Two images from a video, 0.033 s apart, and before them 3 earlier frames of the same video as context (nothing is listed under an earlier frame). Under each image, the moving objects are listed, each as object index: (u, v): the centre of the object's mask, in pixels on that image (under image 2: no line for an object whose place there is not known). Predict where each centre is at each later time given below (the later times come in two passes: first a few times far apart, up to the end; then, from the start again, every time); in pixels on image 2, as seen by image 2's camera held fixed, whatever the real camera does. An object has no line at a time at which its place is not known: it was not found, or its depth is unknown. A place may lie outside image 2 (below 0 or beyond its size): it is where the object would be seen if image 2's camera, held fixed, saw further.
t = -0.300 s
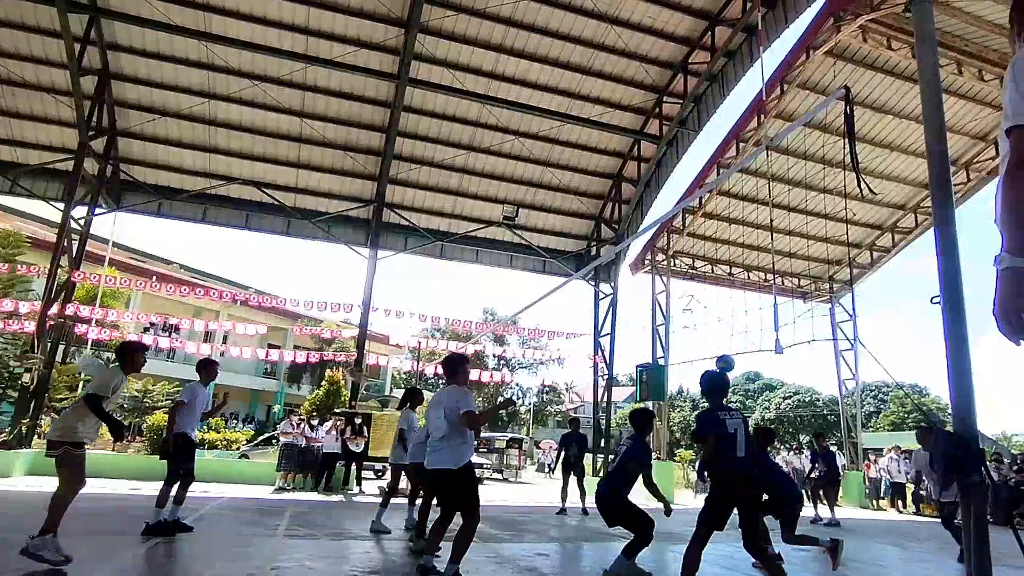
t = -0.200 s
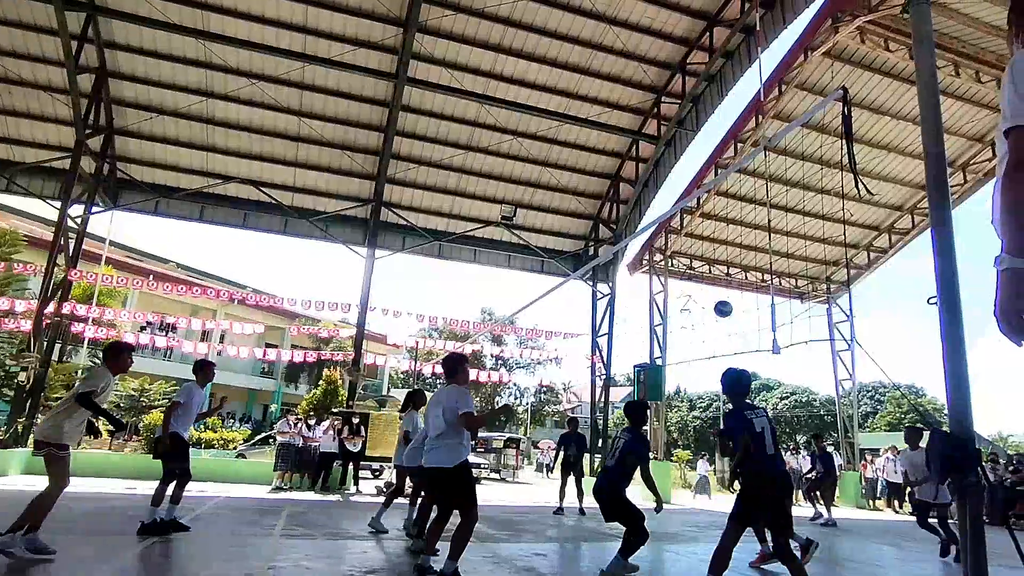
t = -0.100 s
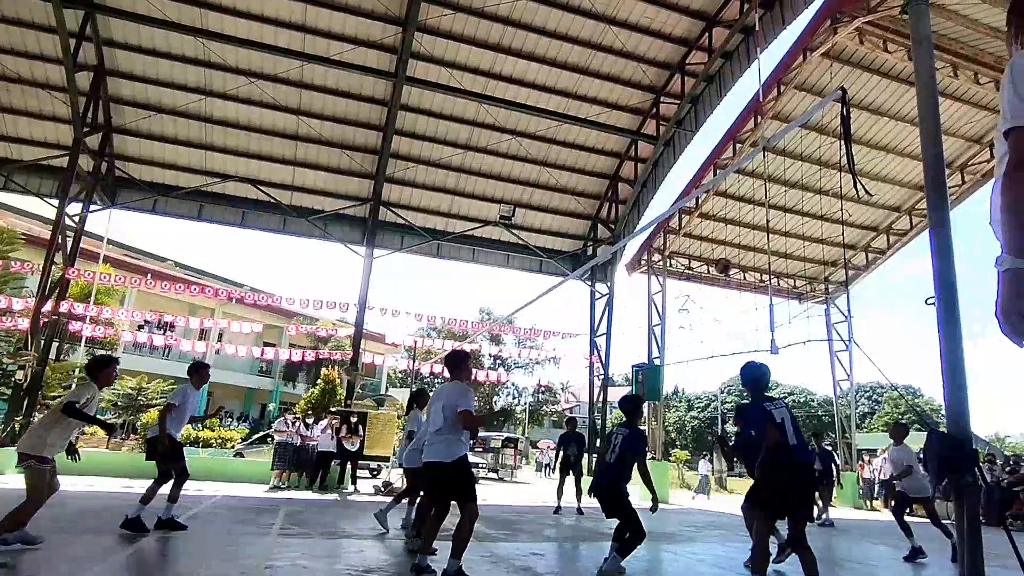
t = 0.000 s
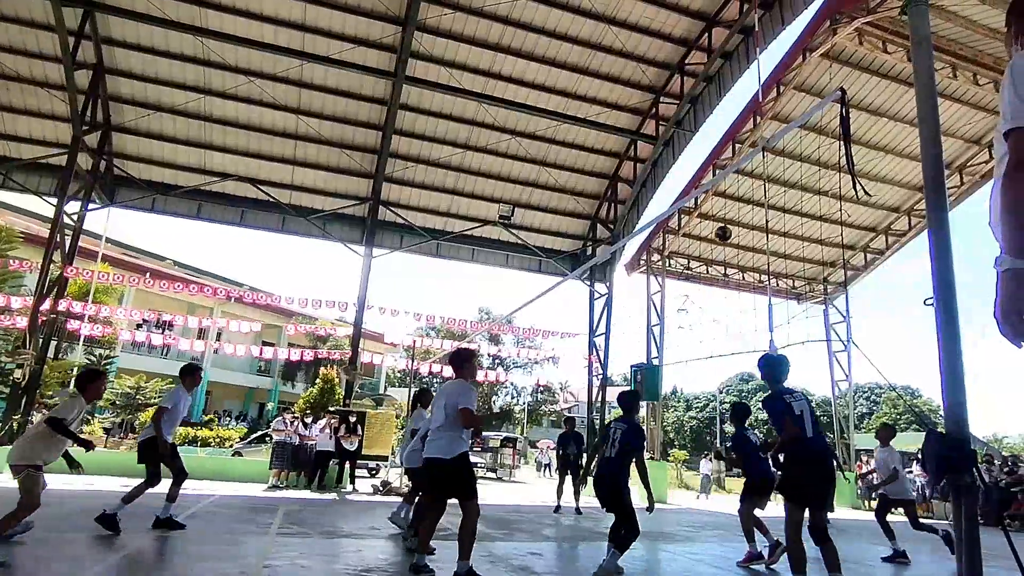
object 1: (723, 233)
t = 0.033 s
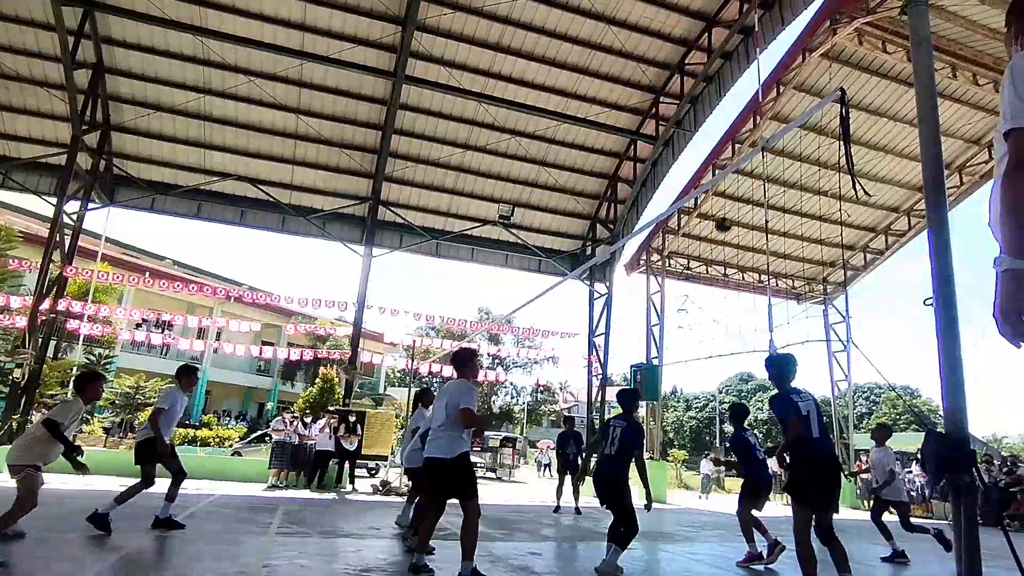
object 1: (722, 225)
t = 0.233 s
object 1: (727, 191)
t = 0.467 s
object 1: (733, 188)
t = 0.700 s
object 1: (741, 219)
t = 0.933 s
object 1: (750, 284)
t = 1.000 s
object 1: (752, 310)
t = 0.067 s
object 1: (724, 216)
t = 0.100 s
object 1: (725, 209)
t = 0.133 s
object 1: (725, 204)
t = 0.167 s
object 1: (725, 199)
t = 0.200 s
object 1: (726, 195)
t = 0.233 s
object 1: (727, 191)
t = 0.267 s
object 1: (728, 188)
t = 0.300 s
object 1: (729, 186)
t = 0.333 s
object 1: (729, 185)
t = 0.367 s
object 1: (731, 185)
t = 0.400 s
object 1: (731, 185)
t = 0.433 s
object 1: (732, 187)
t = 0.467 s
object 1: (733, 188)
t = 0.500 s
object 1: (734, 191)
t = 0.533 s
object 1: (735, 193)
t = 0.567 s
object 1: (736, 197)
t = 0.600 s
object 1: (737, 201)
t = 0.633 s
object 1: (738, 207)
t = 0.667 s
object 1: (739, 212)
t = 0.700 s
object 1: (741, 219)
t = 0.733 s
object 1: (742, 226)
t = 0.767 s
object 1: (743, 235)
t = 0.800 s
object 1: (745, 243)
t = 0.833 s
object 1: (745, 253)
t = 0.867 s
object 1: (747, 262)
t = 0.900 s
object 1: (748, 272)
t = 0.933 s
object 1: (750, 284)
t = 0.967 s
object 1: (751, 298)
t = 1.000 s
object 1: (752, 310)
